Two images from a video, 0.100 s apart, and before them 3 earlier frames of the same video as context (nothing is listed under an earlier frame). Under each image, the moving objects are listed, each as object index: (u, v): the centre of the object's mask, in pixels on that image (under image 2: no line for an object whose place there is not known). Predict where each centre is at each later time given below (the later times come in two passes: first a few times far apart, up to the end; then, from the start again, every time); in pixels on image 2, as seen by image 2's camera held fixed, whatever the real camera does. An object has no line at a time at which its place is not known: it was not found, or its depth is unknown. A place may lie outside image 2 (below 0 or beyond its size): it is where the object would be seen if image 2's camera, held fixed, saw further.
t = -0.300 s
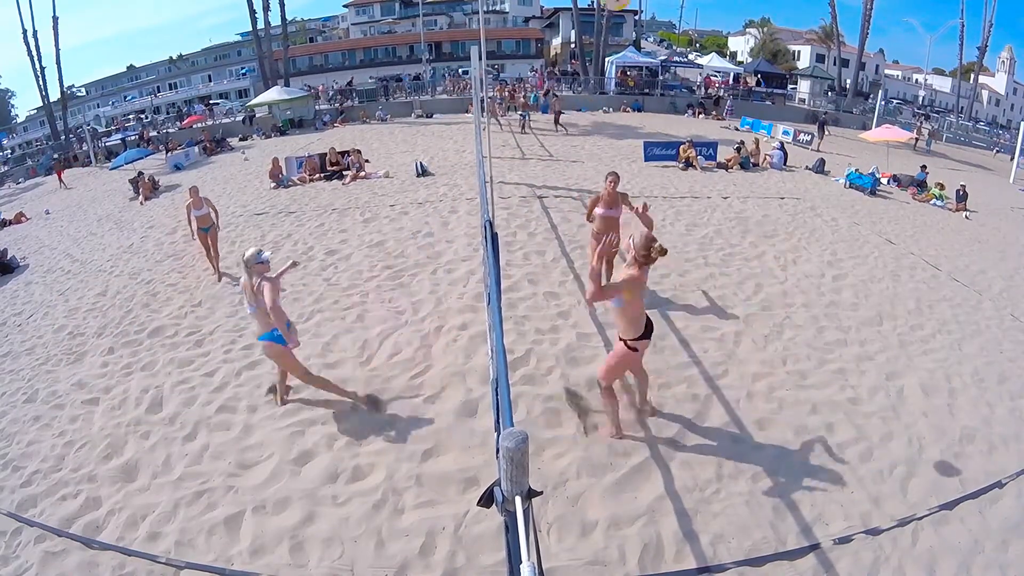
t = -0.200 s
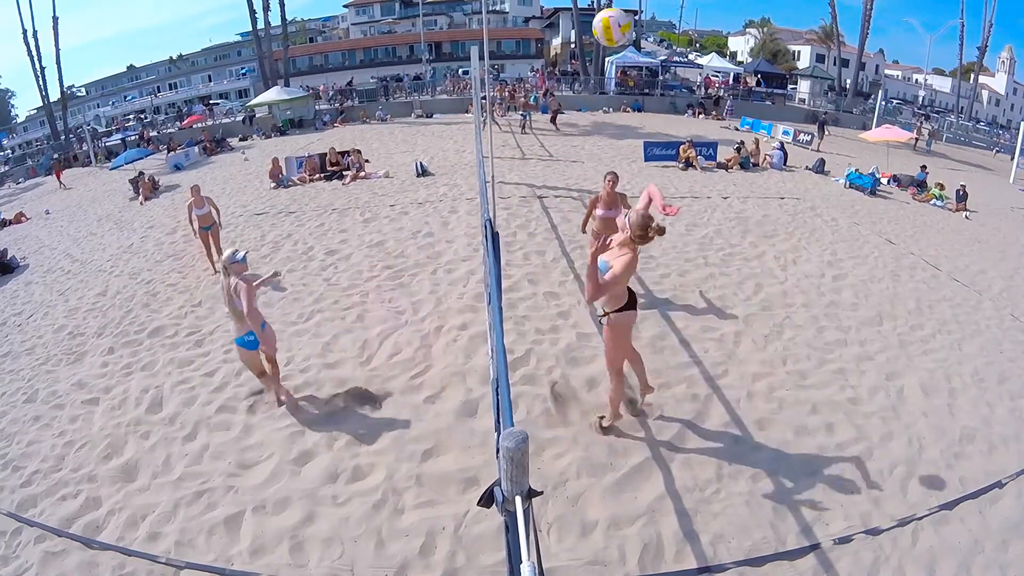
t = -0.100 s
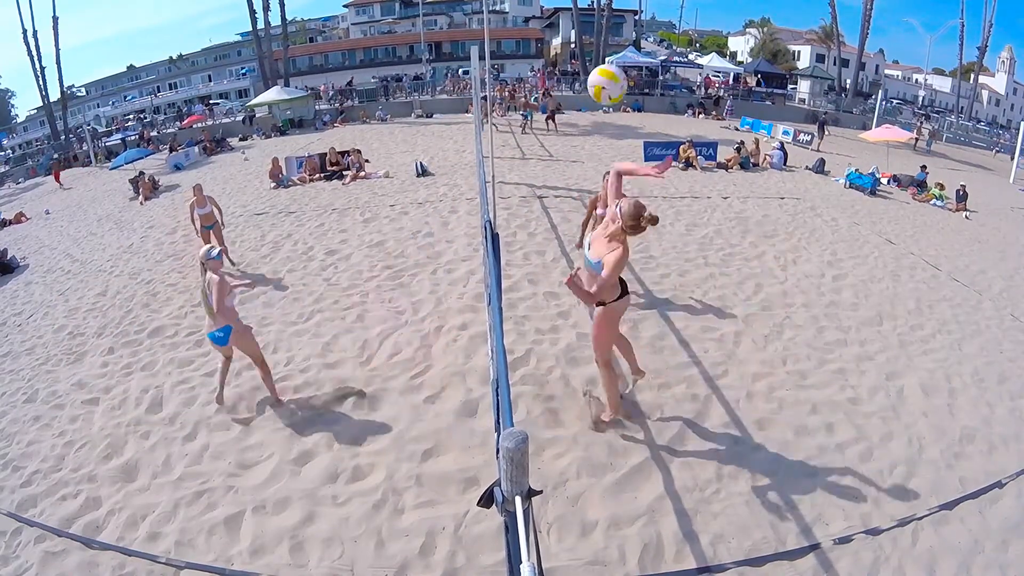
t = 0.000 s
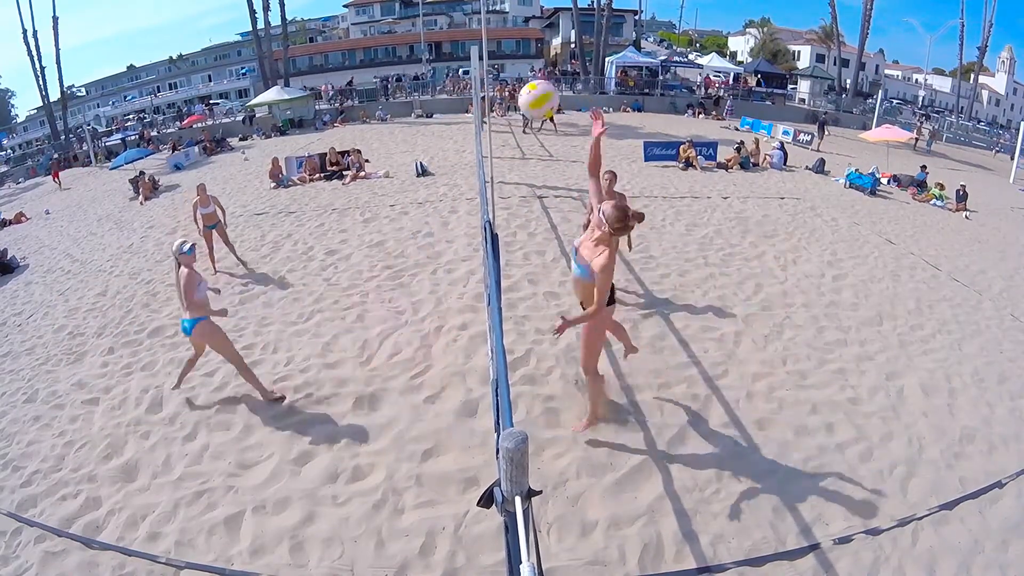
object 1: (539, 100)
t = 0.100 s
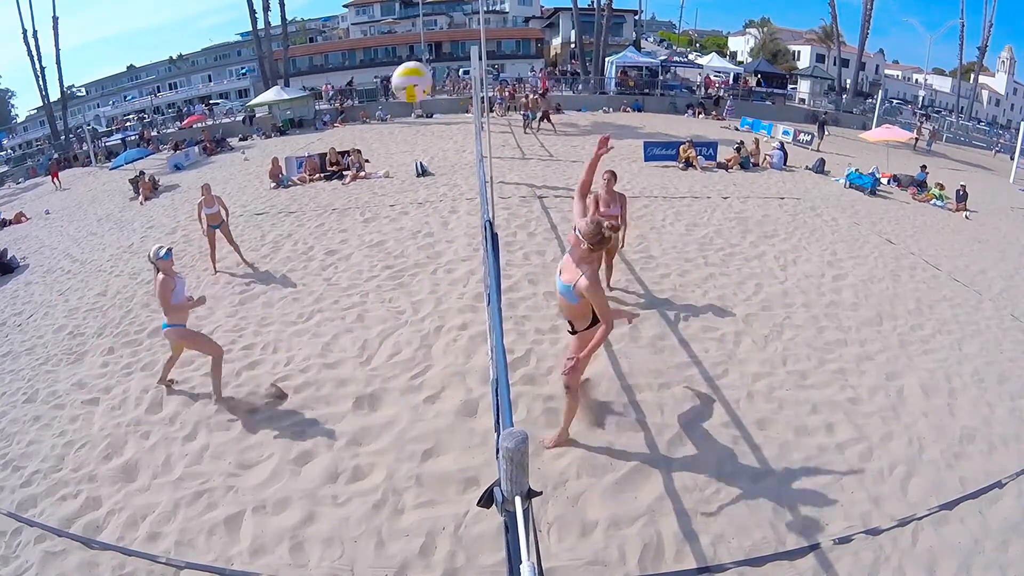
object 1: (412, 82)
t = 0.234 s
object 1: (261, 96)
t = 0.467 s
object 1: (97, 188)
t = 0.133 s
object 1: (371, 81)
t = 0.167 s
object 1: (332, 84)
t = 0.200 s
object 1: (295, 89)
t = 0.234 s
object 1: (261, 96)
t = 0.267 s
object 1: (230, 106)
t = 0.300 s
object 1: (202, 117)
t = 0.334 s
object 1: (175, 130)
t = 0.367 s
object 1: (152, 142)
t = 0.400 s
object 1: (132, 157)
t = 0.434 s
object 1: (113, 172)
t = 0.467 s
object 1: (97, 188)
